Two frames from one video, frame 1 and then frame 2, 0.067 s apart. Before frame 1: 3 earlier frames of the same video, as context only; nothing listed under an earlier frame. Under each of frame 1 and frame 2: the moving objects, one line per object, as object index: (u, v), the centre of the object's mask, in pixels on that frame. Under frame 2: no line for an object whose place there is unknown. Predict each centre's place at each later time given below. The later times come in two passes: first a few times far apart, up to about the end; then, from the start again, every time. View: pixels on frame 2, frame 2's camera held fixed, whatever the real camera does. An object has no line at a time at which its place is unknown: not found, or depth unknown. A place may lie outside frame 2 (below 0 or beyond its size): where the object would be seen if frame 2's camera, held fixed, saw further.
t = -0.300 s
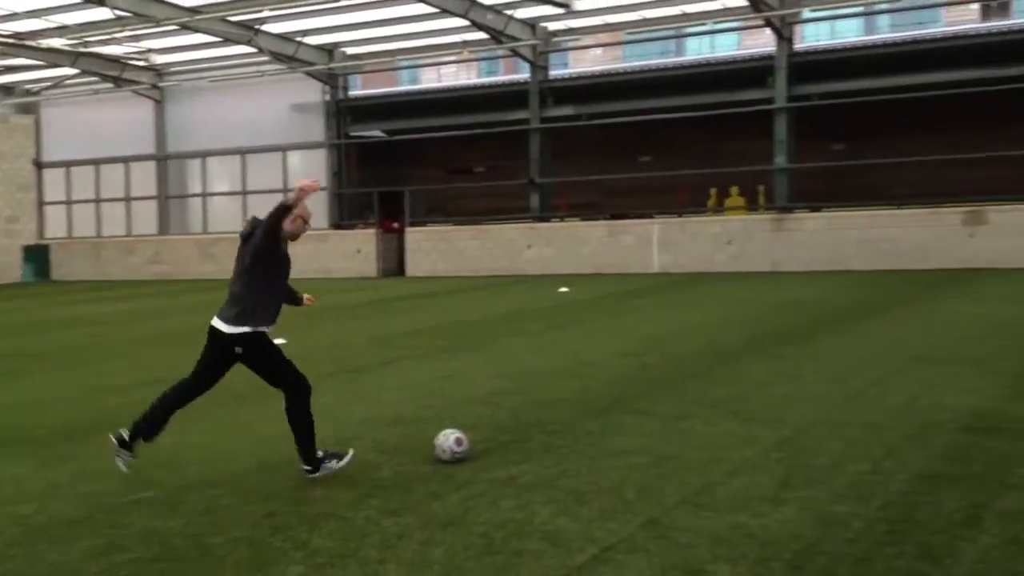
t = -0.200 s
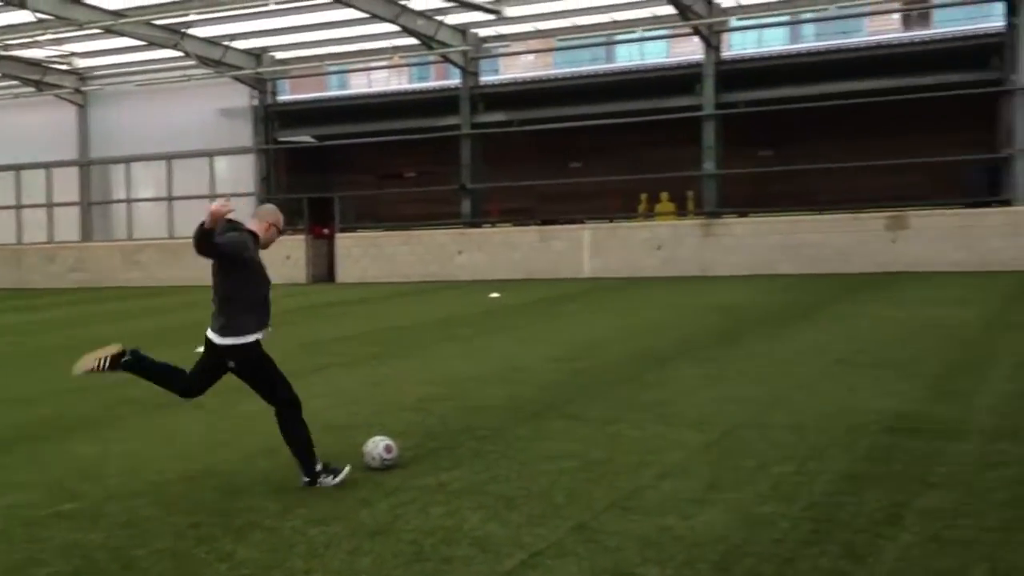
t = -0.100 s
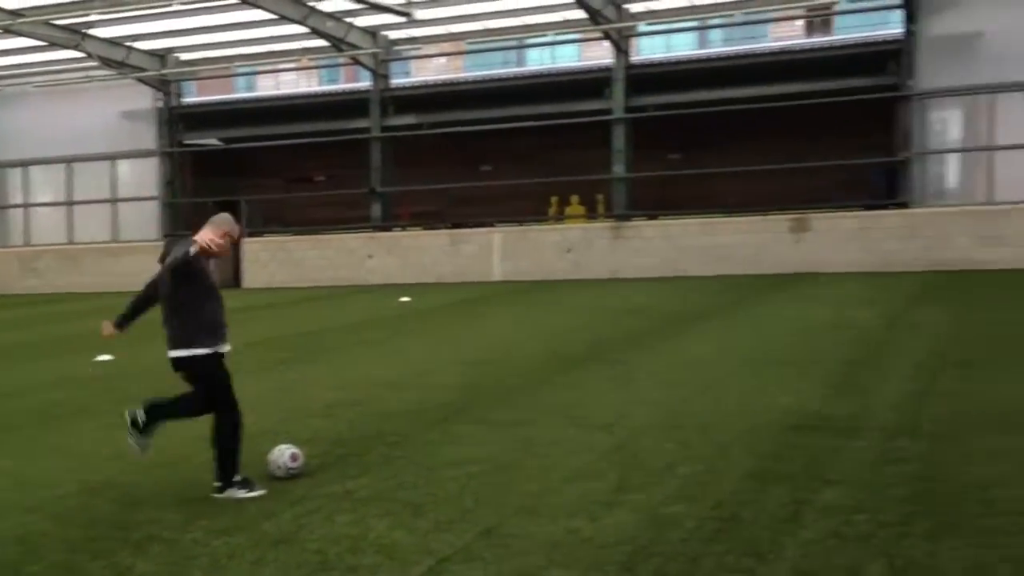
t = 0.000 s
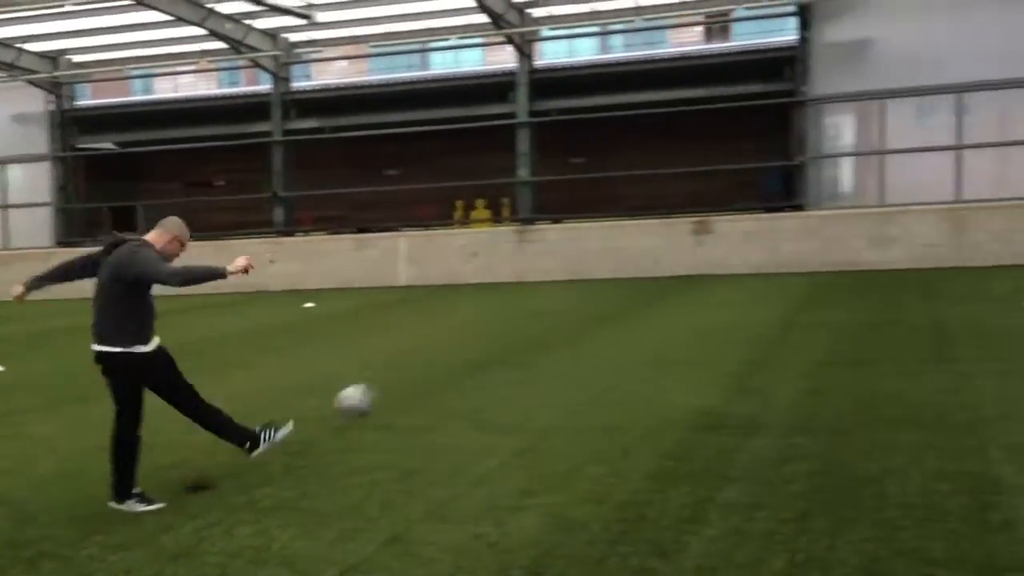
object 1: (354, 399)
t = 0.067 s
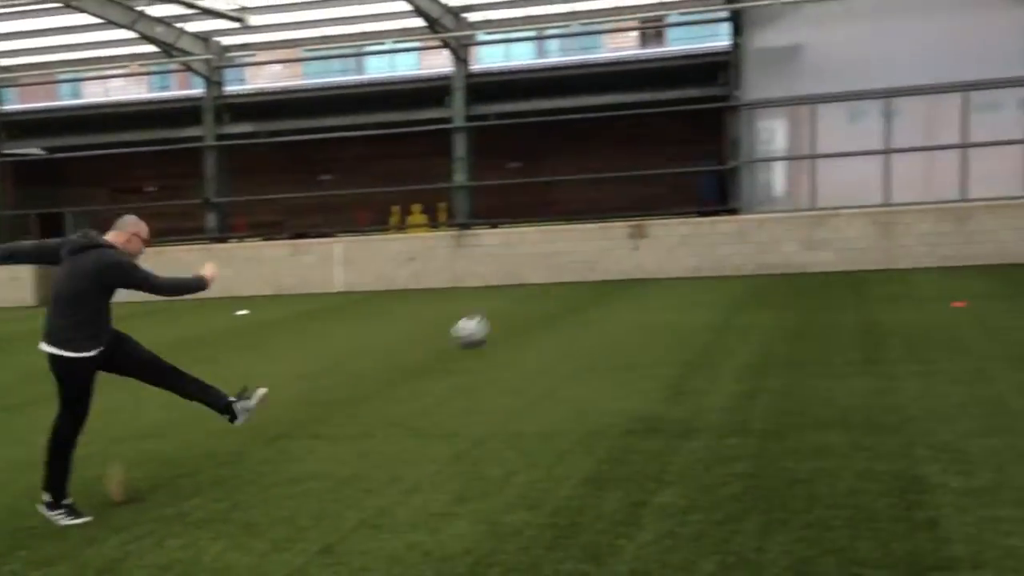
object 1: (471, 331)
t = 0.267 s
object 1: (916, 156)
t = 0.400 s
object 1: (1161, 70)
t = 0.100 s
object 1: (553, 295)
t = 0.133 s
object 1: (633, 265)
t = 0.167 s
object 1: (707, 233)
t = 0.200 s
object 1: (780, 205)
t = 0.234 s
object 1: (850, 181)
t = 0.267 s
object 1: (916, 156)
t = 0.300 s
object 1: (981, 131)
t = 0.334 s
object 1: (1042, 109)
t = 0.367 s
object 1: (1102, 88)
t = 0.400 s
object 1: (1161, 70)
